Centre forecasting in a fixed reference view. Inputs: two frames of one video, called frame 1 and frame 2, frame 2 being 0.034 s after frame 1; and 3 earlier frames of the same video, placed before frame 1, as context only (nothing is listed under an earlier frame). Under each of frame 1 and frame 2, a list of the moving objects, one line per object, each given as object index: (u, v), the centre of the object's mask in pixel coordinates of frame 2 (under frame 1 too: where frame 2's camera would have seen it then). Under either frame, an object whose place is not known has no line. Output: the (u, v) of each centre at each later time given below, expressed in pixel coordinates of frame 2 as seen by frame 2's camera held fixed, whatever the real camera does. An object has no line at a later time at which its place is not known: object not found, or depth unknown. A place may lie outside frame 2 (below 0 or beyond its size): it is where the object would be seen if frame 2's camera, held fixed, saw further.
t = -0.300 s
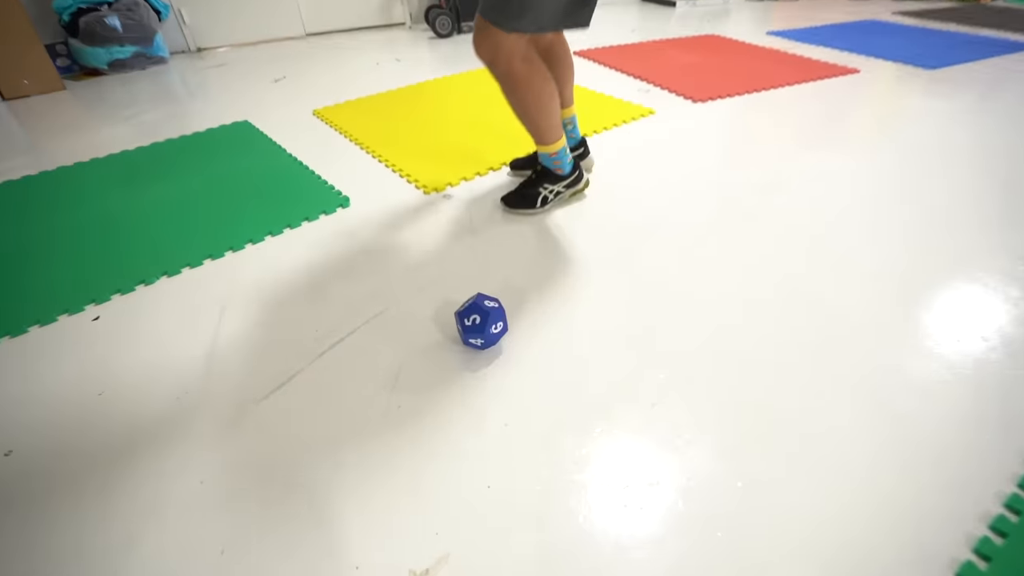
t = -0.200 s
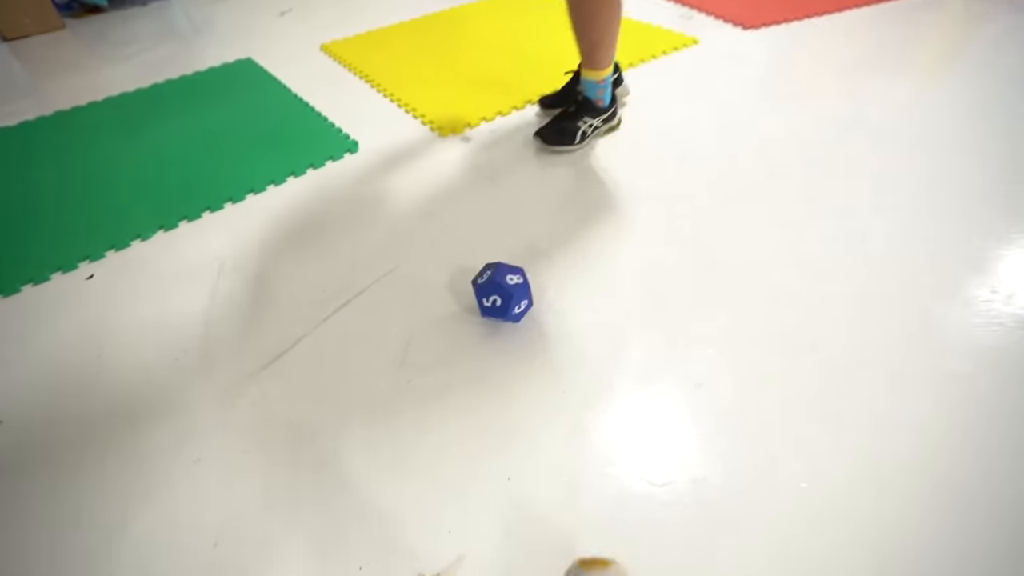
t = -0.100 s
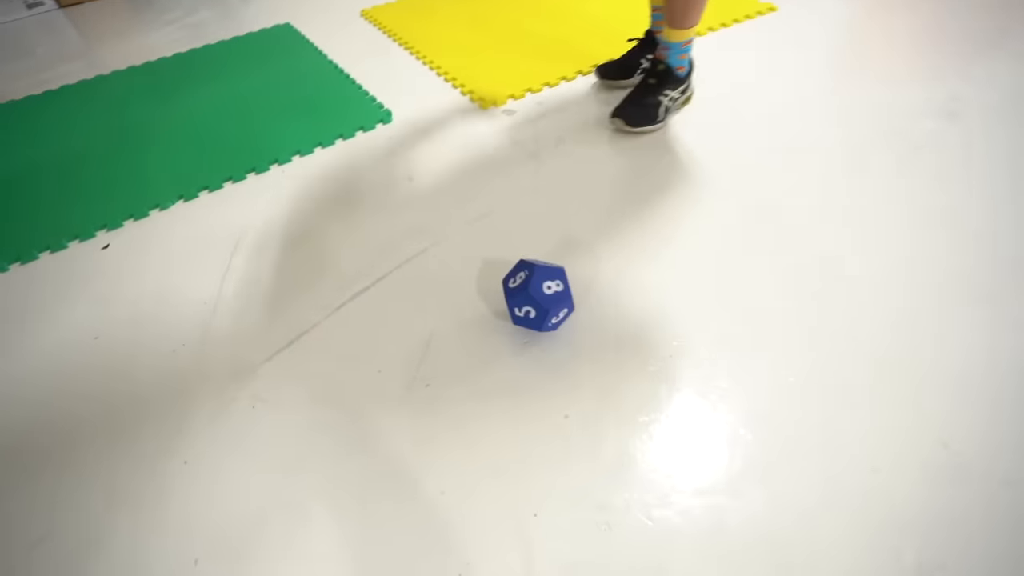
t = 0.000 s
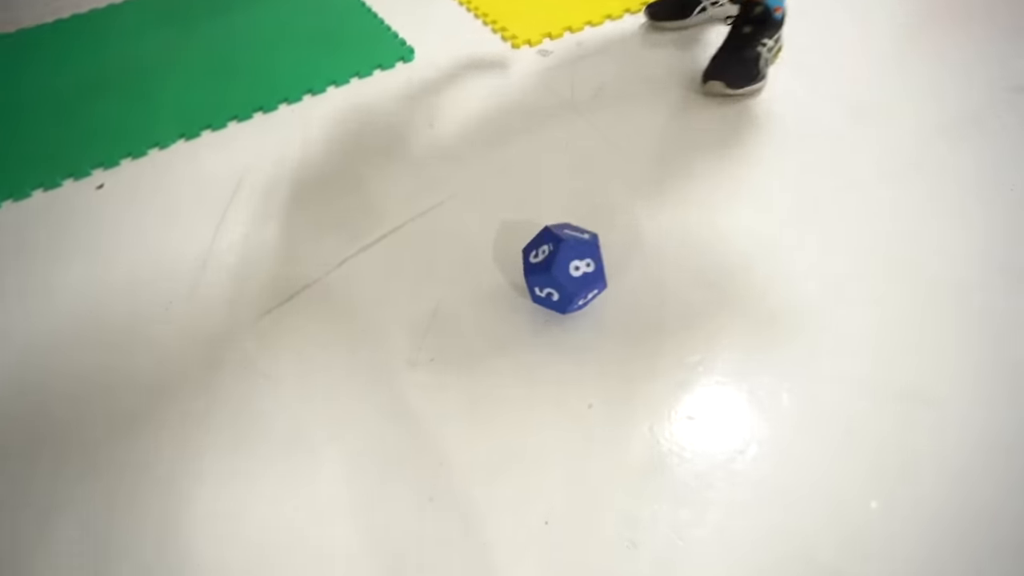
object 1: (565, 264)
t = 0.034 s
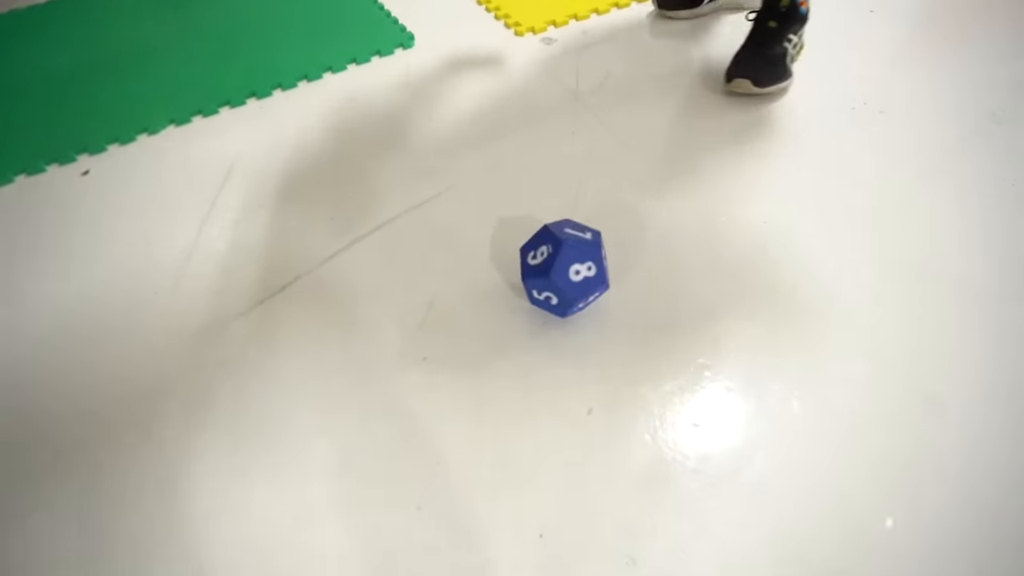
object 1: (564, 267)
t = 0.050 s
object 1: (563, 269)
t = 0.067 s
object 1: (563, 272)
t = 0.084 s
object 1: (562, 274)
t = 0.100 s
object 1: (562, 278)
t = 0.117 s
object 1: (560, 282)
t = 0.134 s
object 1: (559, 285)
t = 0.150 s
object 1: (557, 290)
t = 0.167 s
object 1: (553, 292)
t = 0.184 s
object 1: (548, 294)
